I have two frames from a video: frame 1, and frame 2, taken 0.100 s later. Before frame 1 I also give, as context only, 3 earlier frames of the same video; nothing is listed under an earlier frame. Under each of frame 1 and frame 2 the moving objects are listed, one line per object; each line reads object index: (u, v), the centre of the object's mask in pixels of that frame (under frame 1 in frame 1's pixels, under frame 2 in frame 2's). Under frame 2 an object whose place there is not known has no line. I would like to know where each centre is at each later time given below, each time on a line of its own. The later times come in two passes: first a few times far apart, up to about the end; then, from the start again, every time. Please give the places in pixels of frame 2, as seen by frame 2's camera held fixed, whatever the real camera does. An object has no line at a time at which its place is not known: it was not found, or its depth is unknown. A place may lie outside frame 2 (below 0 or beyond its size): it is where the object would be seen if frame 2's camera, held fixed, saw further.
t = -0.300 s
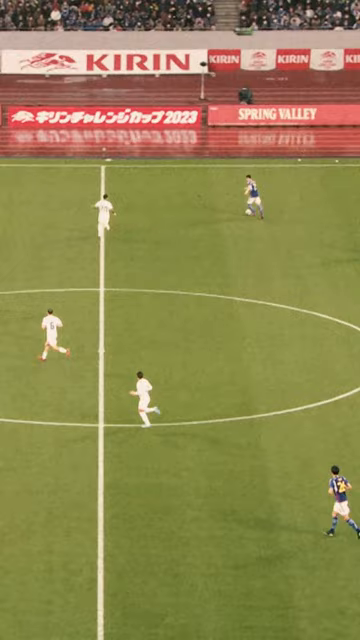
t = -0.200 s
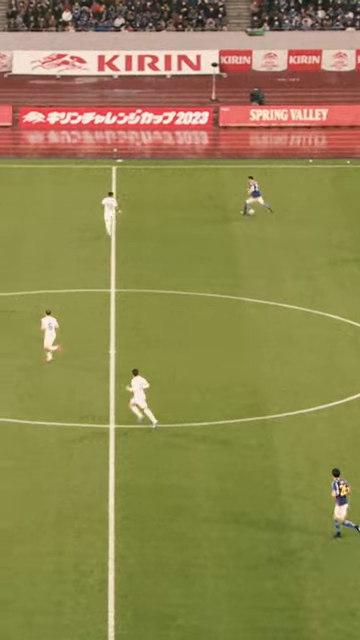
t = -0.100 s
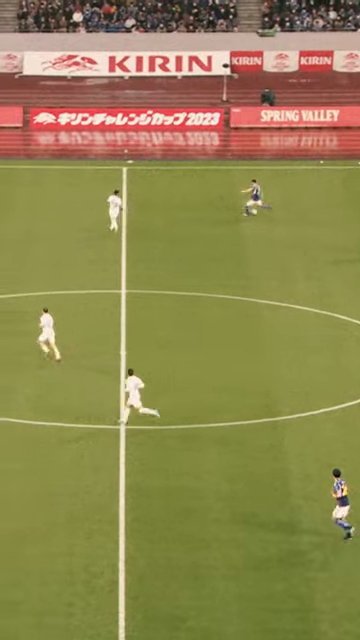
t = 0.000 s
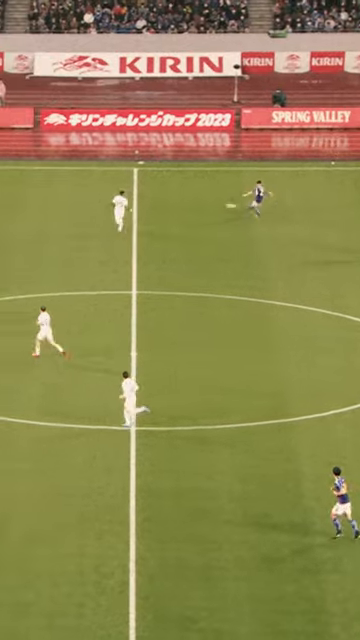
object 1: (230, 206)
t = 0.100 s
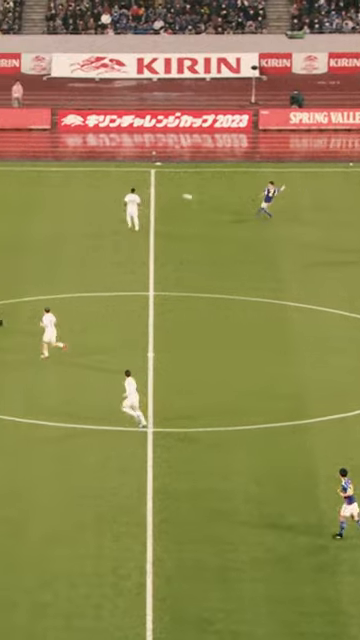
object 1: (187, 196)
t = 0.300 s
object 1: (74, 187)
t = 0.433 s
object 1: (2, 190)
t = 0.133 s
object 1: (168, 194)
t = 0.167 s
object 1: (147, 192)
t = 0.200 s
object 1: (132, 190)
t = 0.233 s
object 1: (111, 189)
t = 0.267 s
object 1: (92, 188)
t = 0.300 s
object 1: (74, 187)
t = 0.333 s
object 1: (55, 188)
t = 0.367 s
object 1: (37, 188)
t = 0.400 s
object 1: (20, 189)
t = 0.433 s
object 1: (2, 190)
